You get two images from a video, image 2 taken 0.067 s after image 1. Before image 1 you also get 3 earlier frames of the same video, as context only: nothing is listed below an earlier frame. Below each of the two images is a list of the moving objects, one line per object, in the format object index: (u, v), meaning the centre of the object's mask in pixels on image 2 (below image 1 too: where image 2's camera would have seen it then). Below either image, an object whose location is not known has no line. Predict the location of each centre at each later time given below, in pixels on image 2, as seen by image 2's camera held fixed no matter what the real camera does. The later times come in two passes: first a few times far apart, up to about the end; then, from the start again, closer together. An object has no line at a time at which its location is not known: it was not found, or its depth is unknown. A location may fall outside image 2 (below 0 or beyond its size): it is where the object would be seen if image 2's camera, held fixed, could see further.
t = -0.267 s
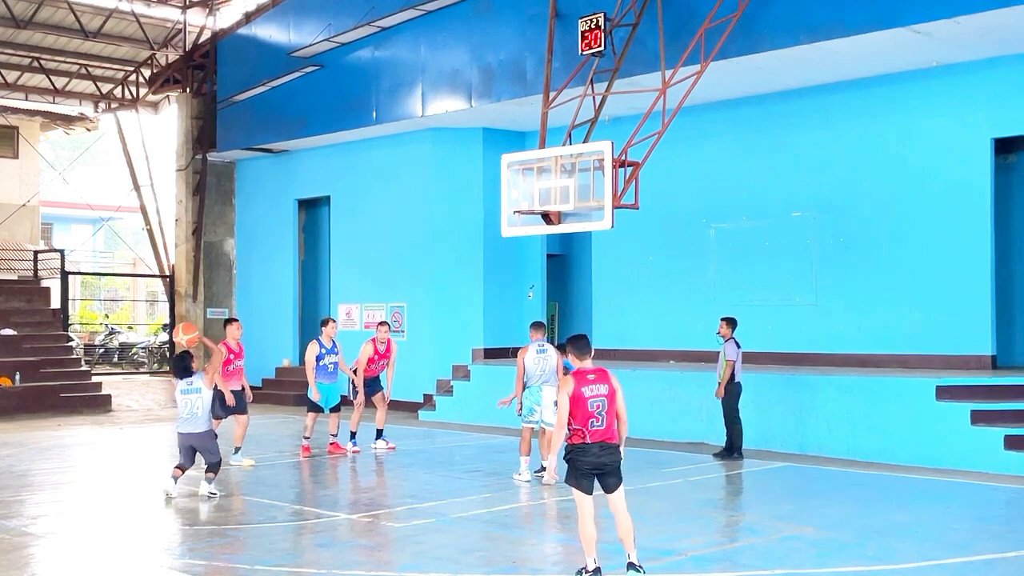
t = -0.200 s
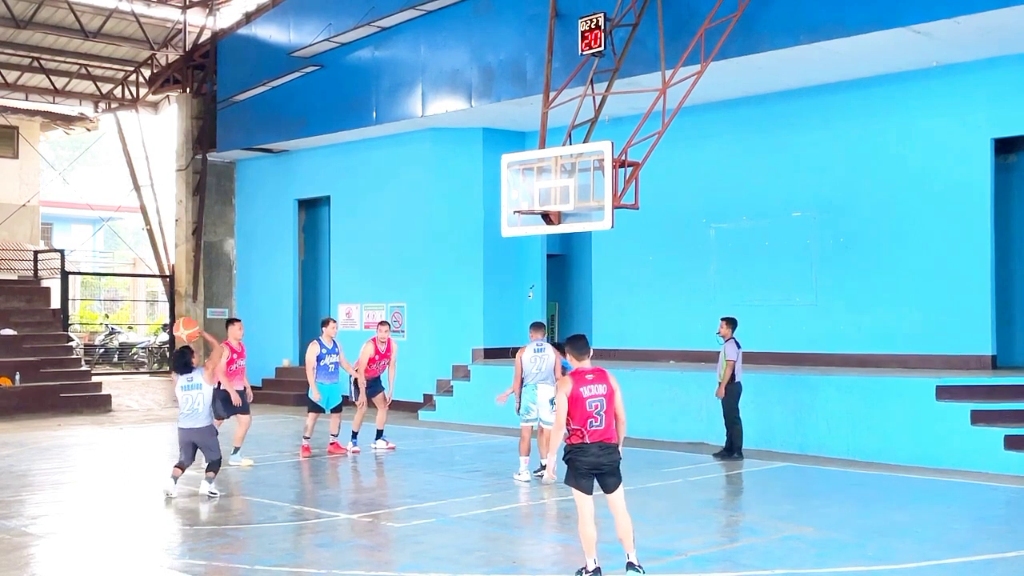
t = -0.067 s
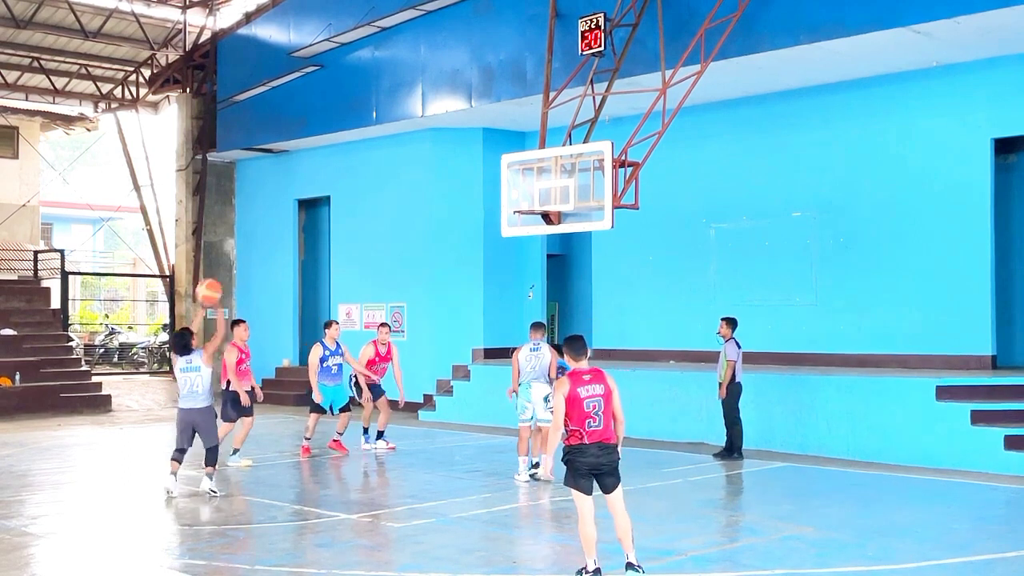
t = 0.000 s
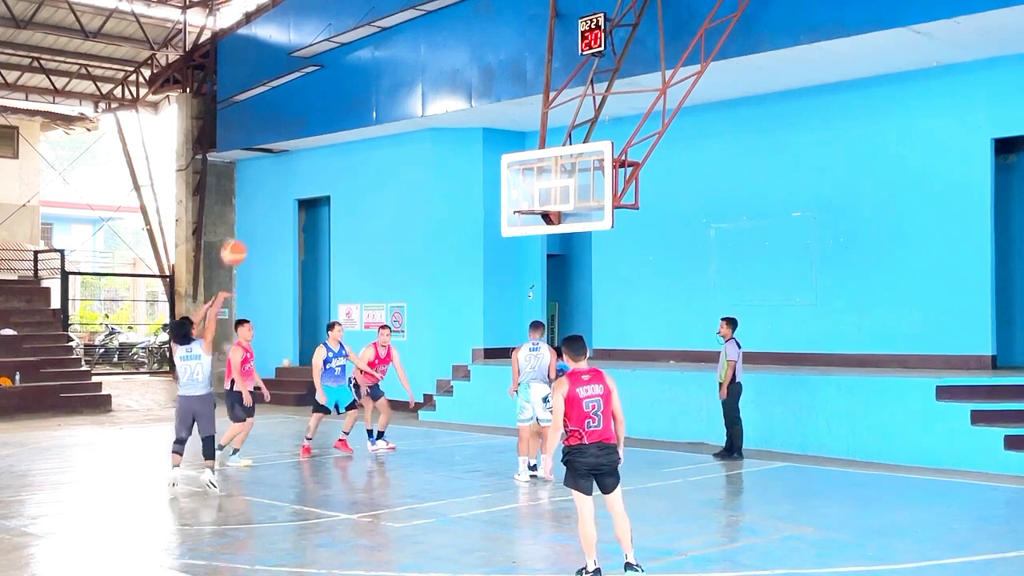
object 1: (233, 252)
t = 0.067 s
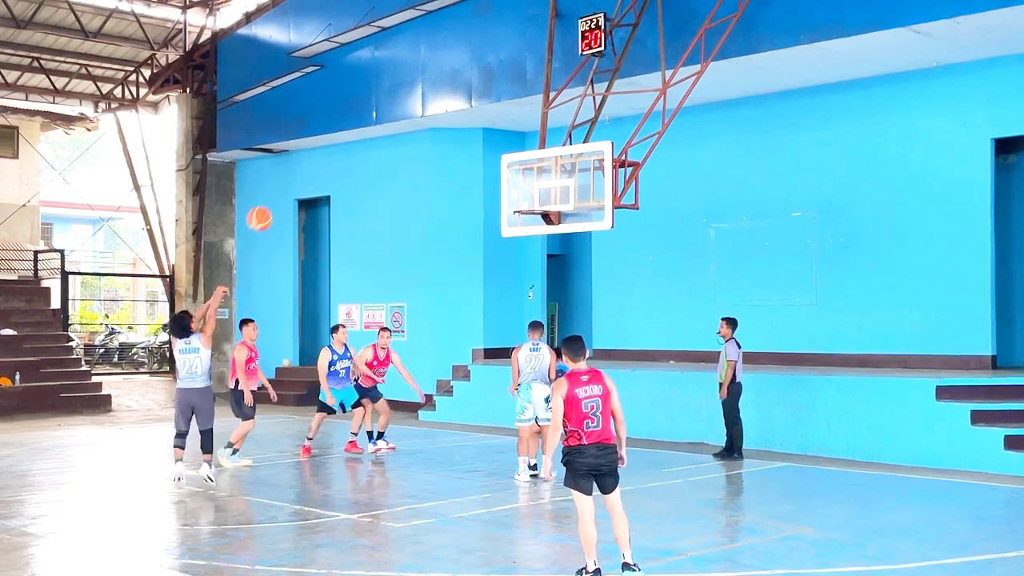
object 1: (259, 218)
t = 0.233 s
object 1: (320, 158)
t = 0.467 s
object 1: (396, 122)
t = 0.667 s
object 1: (455, 132)
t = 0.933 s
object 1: (525, 192)
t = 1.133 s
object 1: (547, 258)
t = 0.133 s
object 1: (284, 190)
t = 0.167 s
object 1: (296, 178)
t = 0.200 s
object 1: (308, 167)
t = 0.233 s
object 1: (320, 158)
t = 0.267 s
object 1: (331, 150)
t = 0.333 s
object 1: (354, 136)
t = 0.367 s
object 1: (365, 131)
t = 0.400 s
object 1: (375, 127)
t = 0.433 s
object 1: (386, 124)
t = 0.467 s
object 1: (396, 122)
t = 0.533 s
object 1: (417, 122)
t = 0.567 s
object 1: (426, 123)
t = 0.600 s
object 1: (437, 125)
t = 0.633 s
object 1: (446, 128)
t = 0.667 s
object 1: (455, 132)
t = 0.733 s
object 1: (473, 142)
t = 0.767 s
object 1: (483, 148)
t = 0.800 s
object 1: (491, 155)
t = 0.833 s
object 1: (500, 163)
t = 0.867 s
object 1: (508, 172)
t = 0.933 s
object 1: (525, 192)
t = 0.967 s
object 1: (533, 203)
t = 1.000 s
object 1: (542, 215)
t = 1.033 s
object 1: (543, 225)
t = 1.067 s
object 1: (544, 235)
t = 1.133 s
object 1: (547, 258)
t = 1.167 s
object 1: (548, 271)
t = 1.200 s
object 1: (550, 284)
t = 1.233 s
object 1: (551, 298)
